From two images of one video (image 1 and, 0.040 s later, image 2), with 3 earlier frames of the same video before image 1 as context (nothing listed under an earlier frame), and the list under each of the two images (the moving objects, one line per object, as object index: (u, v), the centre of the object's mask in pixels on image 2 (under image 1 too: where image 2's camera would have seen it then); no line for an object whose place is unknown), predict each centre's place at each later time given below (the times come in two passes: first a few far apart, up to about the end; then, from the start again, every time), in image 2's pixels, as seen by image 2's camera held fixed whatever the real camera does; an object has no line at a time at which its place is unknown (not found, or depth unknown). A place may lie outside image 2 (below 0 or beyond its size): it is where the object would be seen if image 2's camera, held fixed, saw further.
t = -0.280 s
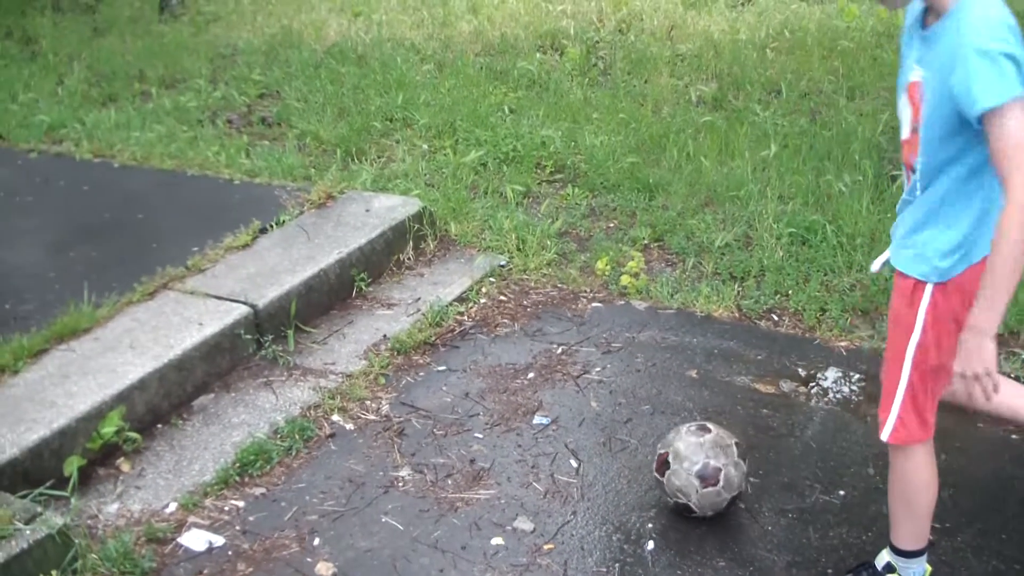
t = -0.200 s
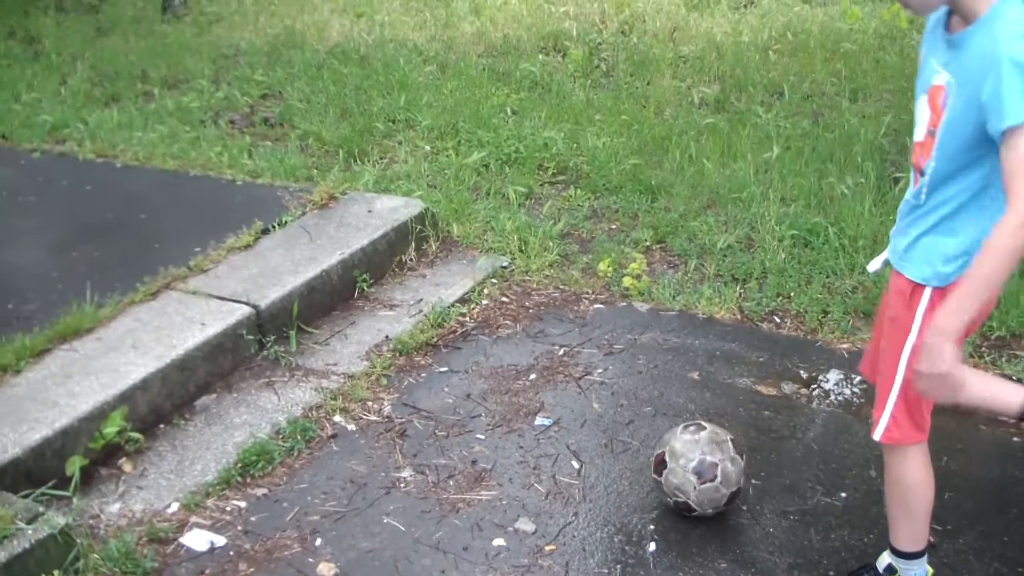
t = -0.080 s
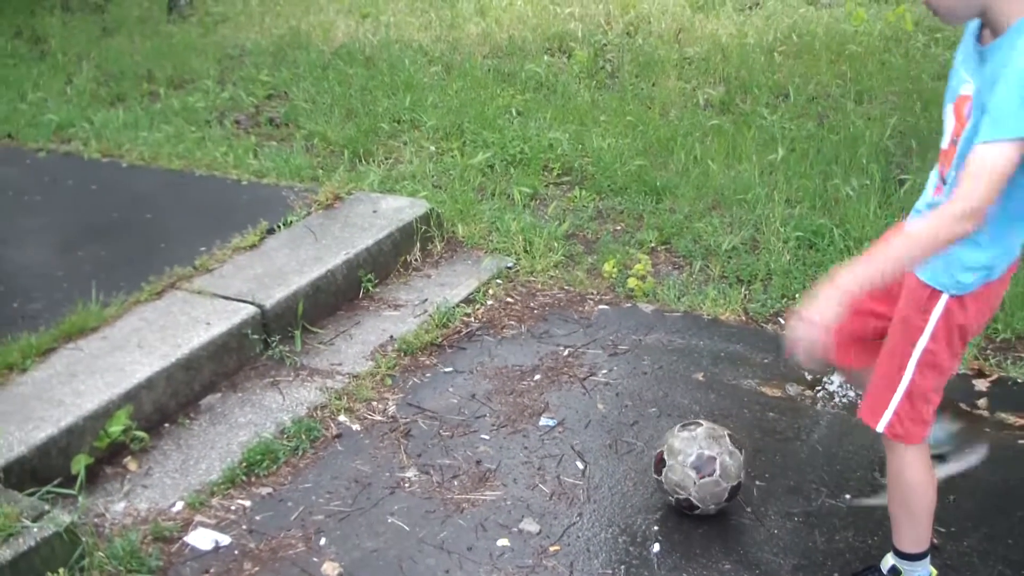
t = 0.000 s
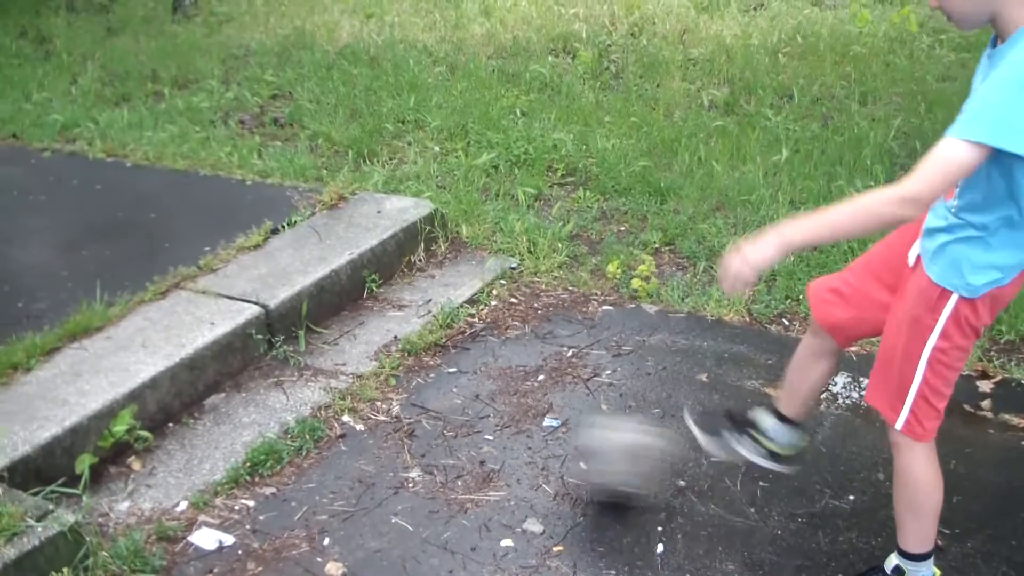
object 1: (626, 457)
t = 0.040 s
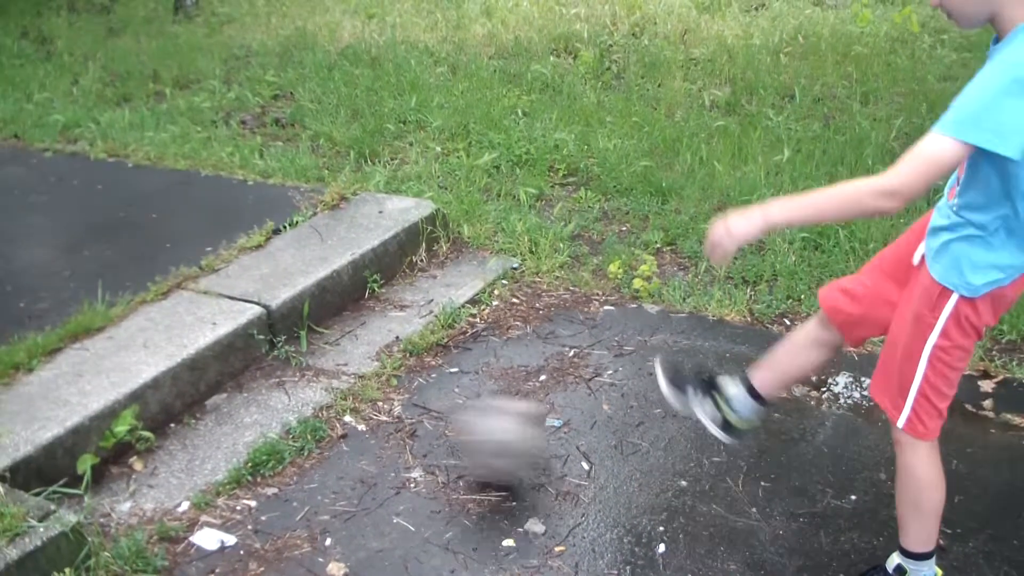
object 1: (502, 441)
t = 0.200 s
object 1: (190, 353)
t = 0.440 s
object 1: (391, 87)
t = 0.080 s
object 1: (397, 434)
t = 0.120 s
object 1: (301, 416)
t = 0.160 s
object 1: (222, 395)
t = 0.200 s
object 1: (190, 353)
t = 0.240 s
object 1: (214, 300)
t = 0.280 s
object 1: (244, 253)
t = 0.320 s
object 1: (272, 211)
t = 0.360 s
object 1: (309, 165)
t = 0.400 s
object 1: (348, 124)
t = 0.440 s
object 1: (391, 87)
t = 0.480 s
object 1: (442, 53)
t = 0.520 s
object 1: (496, 36)
